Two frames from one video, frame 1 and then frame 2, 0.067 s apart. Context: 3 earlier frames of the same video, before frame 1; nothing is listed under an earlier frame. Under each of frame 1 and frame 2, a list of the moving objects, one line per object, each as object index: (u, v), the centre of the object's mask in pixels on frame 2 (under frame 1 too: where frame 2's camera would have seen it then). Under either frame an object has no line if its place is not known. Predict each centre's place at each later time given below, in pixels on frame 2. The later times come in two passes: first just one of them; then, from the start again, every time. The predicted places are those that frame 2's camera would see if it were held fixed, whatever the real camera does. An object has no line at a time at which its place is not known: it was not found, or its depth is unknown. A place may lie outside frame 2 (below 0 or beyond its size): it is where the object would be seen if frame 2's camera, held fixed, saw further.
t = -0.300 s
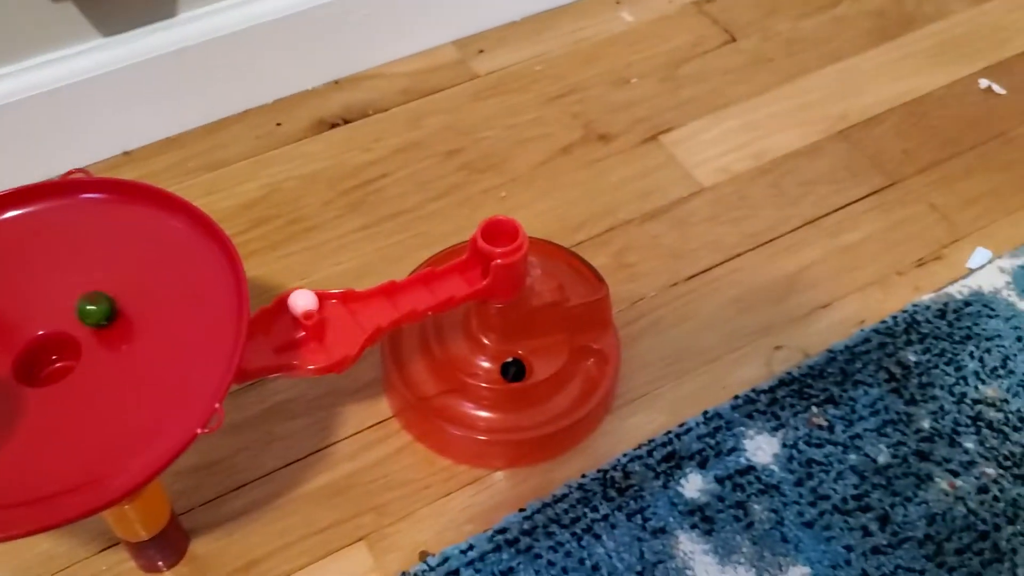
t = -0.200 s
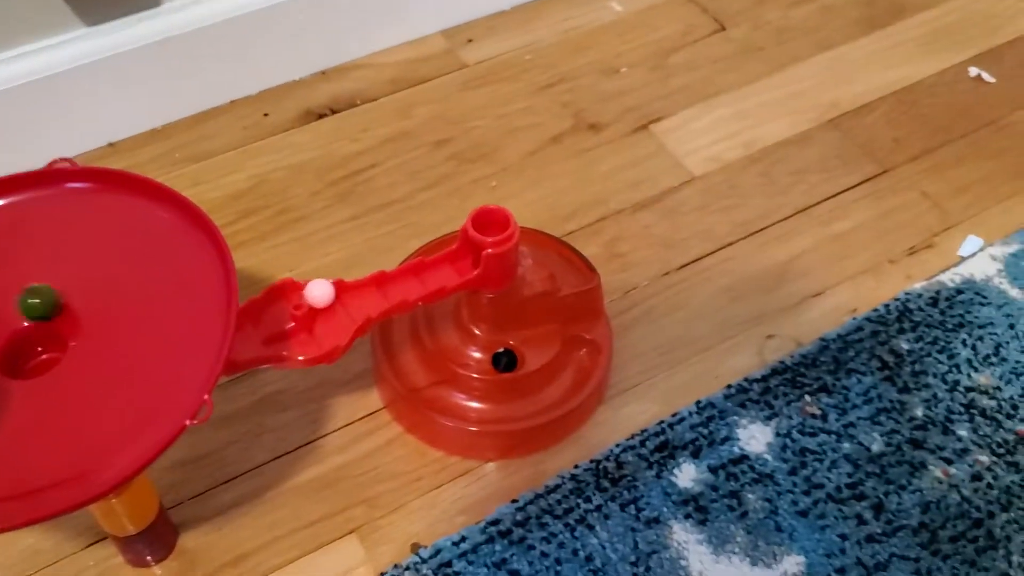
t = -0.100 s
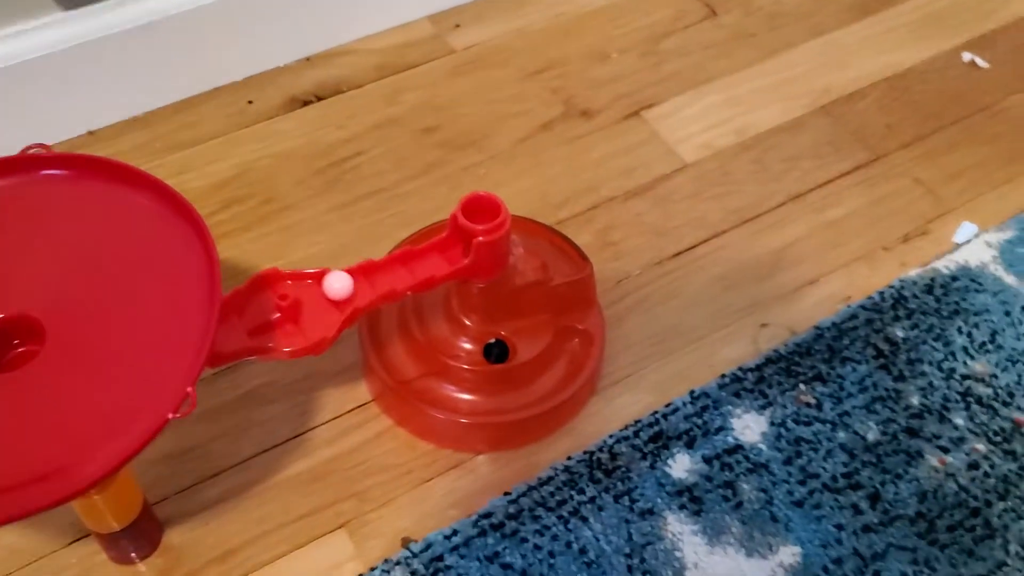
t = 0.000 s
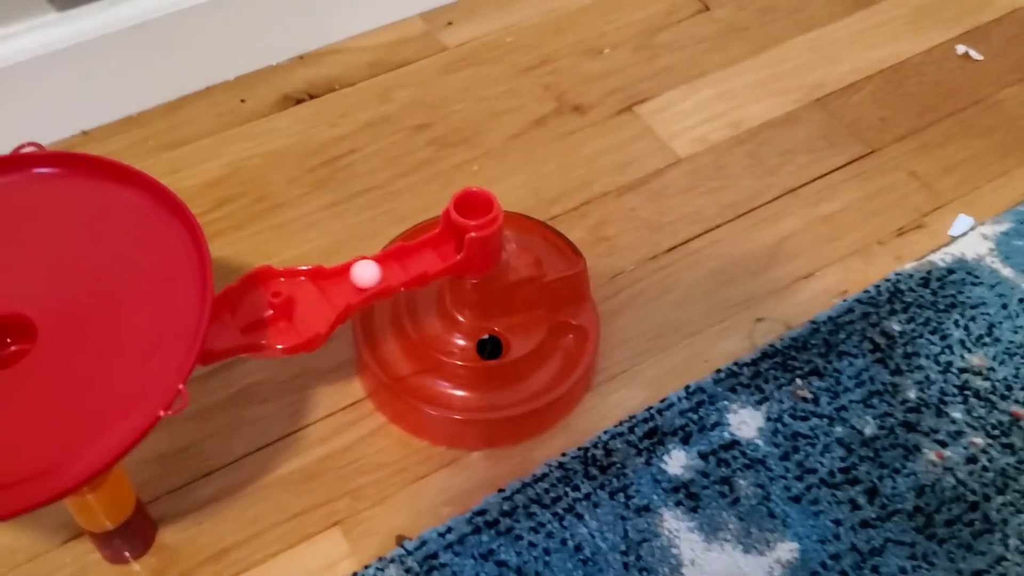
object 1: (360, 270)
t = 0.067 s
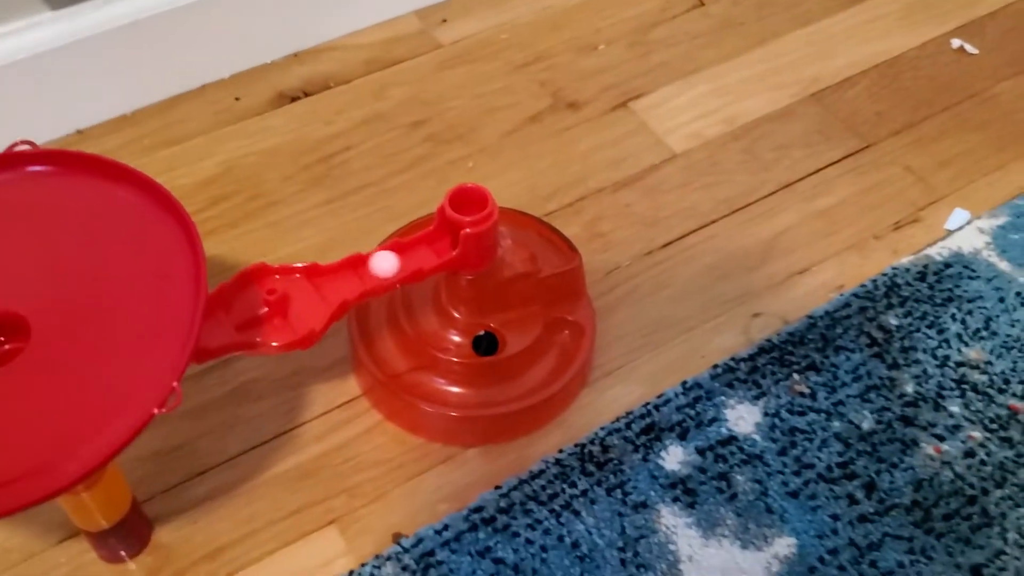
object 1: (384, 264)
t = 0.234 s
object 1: (446, 243)
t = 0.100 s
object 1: (396, 259)
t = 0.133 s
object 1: (410, 256)
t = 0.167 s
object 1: (423, 251)
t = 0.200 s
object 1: (436, 245)
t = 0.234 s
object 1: (446, 243)
